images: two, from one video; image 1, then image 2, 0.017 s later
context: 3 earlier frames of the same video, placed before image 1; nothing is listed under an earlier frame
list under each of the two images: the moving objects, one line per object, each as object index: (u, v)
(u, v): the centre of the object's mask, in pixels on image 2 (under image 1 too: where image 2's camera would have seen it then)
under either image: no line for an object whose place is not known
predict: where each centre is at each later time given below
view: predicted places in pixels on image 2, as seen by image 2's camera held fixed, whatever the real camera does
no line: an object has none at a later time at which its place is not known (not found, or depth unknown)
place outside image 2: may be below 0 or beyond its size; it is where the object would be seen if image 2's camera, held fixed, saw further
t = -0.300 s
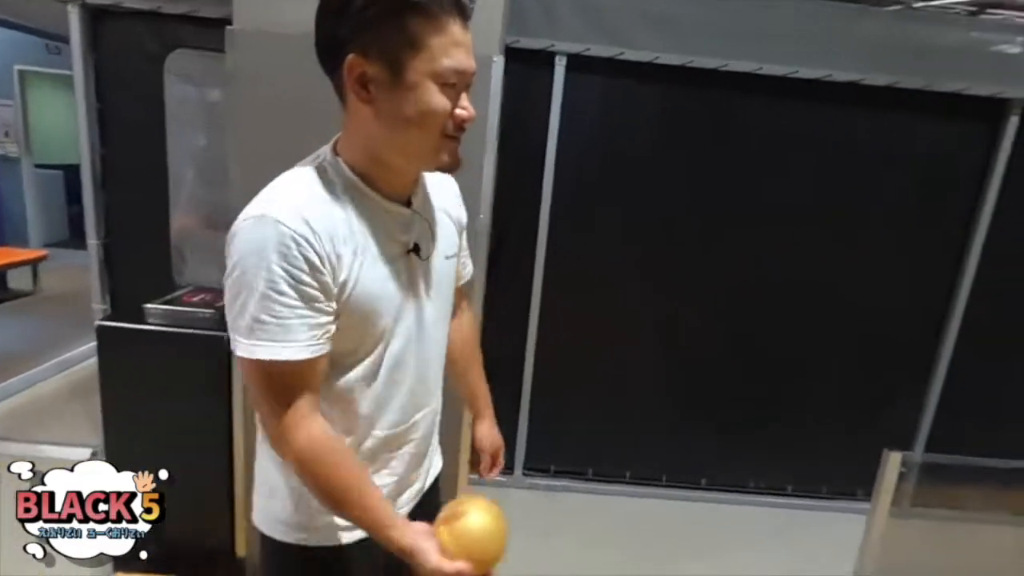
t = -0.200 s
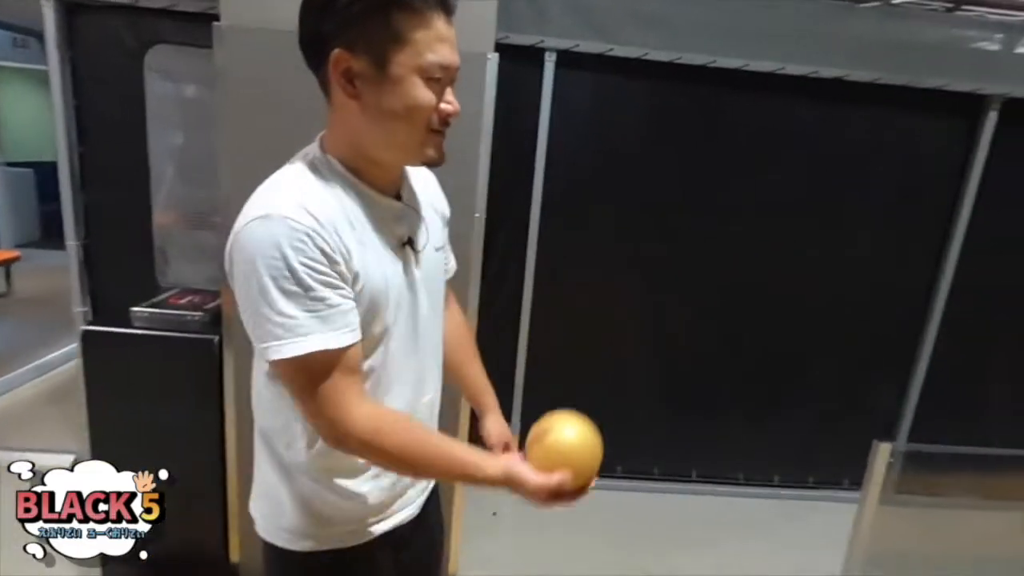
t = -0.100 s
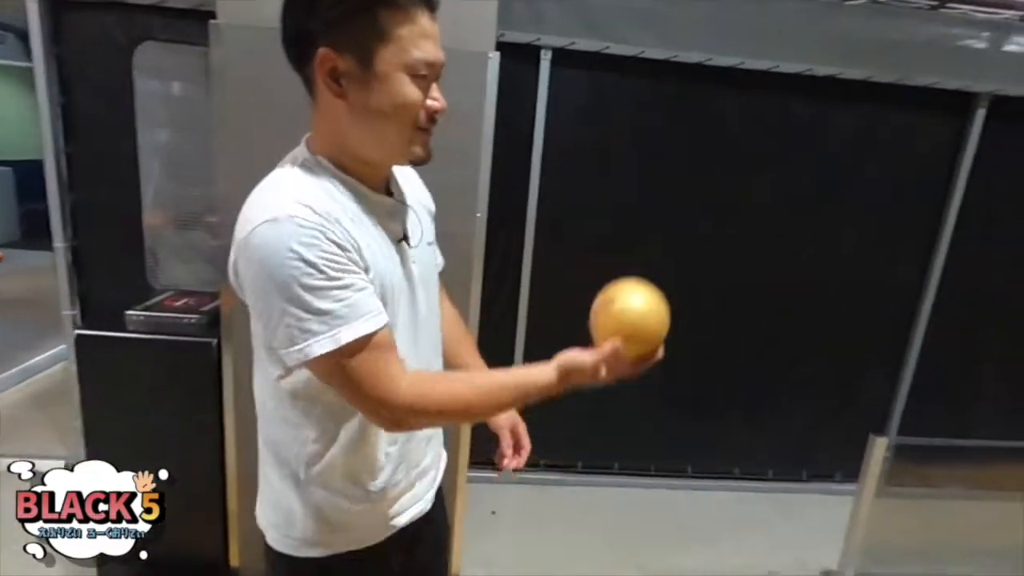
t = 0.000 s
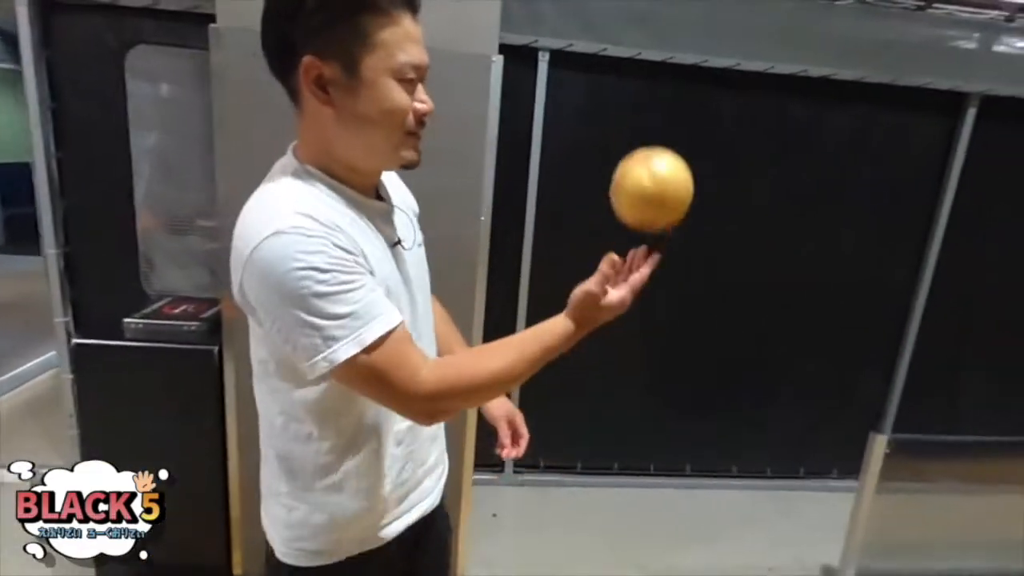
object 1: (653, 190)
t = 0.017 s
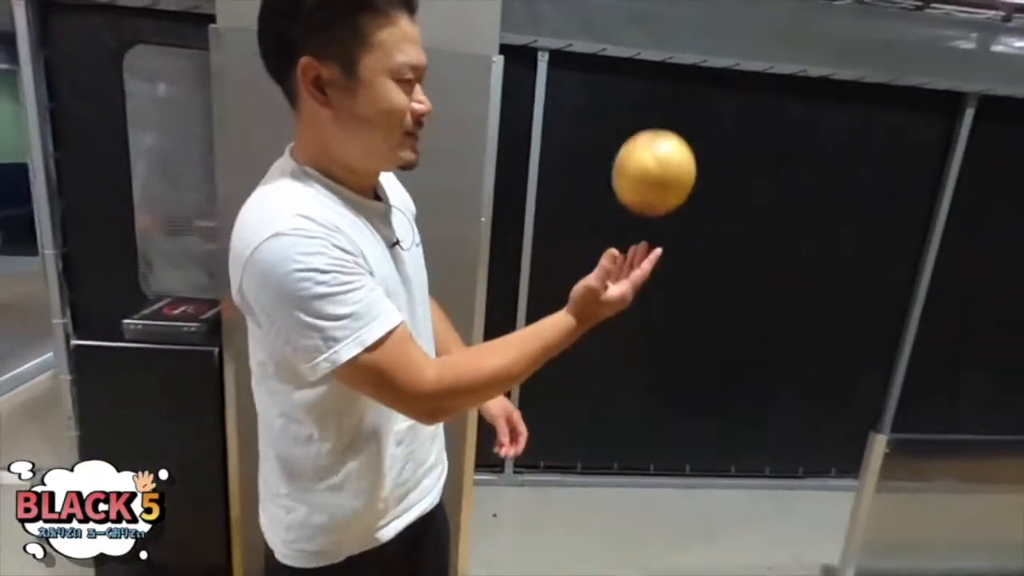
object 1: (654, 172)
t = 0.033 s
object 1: (655, 157)
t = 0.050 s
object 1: (656, 144)
